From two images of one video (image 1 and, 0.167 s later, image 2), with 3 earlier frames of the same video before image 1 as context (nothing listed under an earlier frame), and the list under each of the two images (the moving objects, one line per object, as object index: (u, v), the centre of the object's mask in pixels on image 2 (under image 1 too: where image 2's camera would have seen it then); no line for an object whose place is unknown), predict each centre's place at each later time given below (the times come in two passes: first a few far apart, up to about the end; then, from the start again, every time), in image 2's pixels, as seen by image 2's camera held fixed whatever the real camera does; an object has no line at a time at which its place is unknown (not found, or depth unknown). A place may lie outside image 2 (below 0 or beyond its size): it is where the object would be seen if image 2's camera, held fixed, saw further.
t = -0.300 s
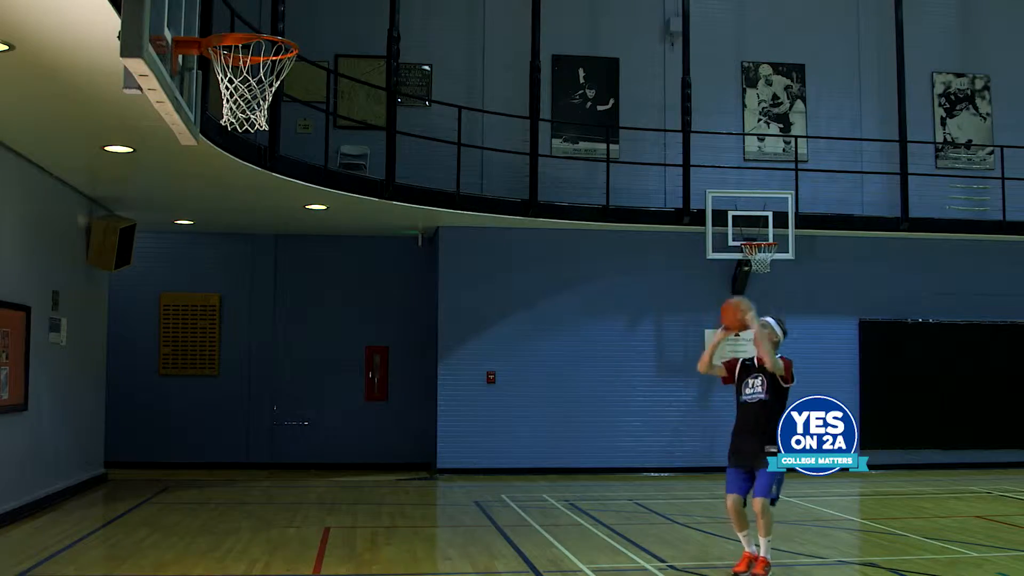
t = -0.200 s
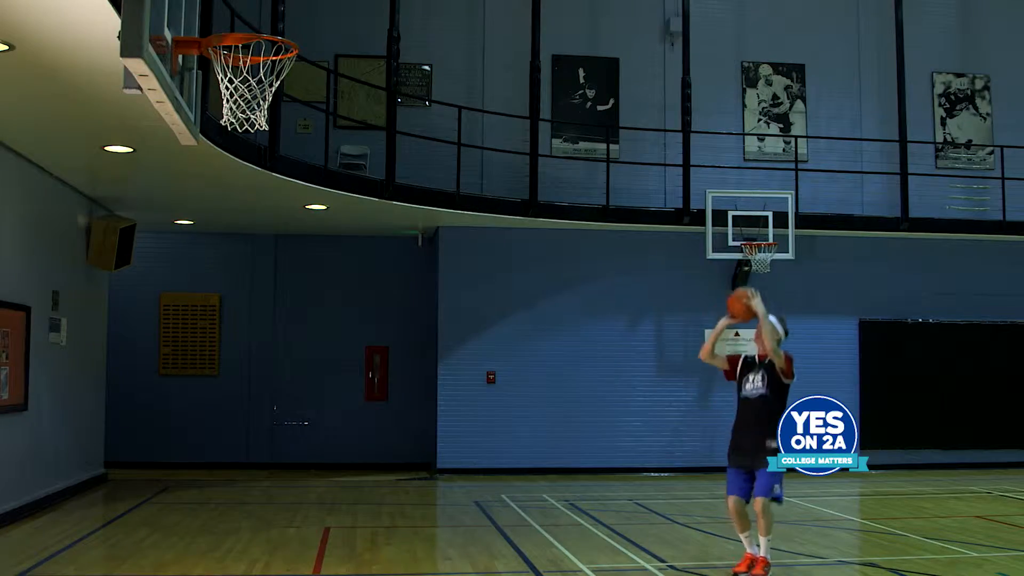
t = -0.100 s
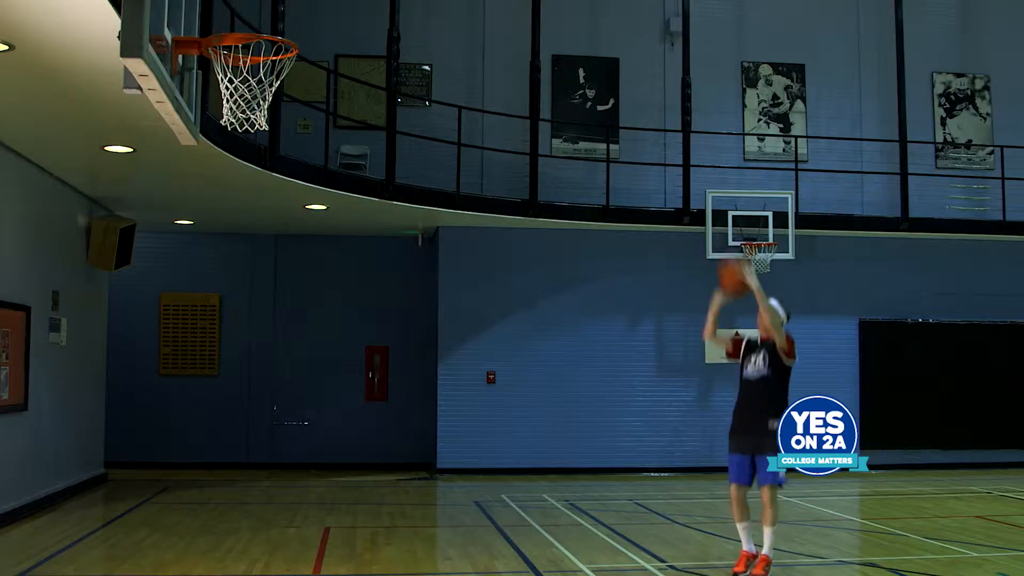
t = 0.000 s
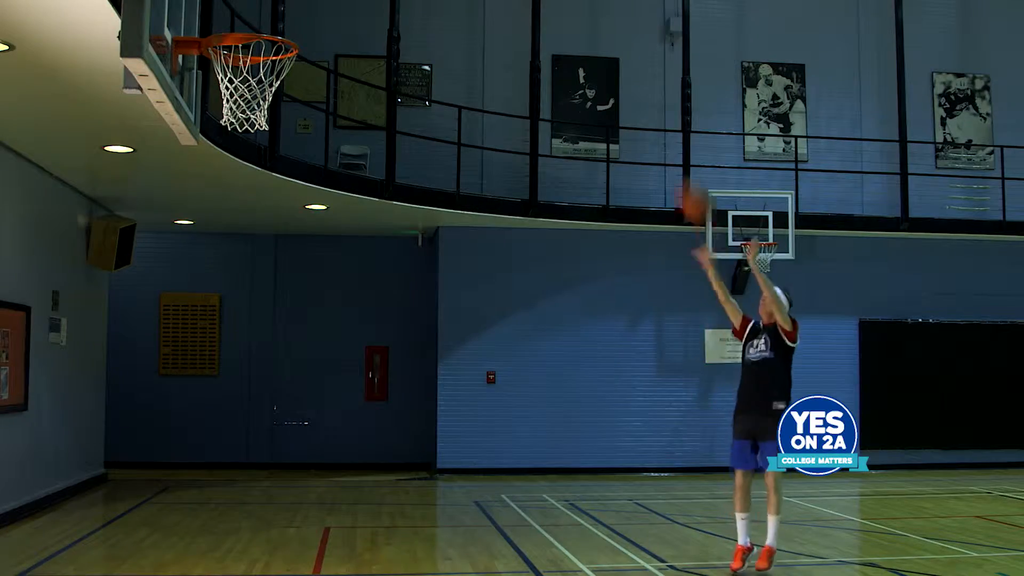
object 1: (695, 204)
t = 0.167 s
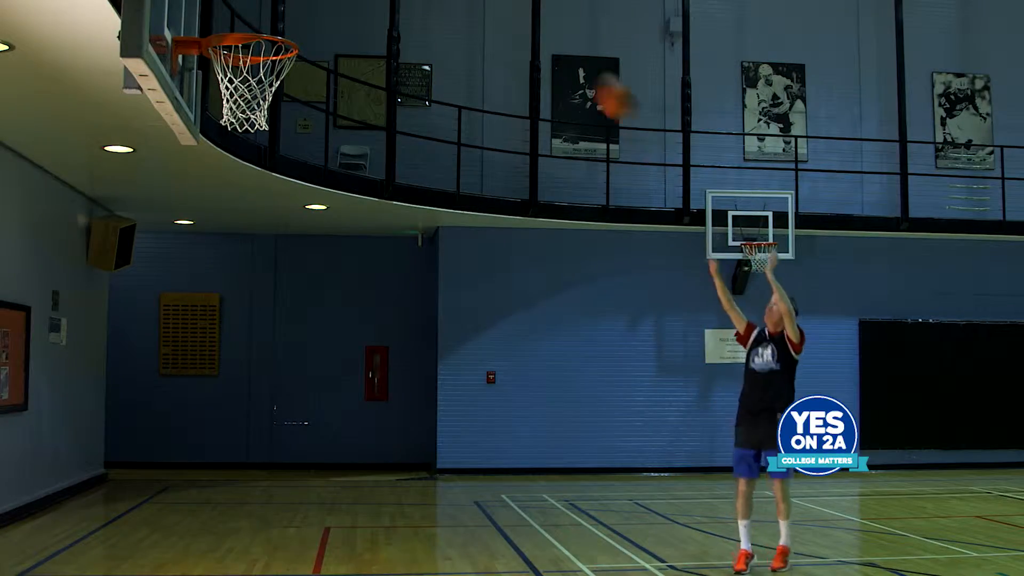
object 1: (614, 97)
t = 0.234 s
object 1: (581, 67)
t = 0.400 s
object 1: (489, 14)
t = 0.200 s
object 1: (597, 80)
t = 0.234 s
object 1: (581, 67)
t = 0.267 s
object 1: (563, 52)
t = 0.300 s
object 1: (546, 39)
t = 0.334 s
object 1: (528, 28)
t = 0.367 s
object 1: (509, 19)
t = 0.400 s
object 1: (489, 14)
